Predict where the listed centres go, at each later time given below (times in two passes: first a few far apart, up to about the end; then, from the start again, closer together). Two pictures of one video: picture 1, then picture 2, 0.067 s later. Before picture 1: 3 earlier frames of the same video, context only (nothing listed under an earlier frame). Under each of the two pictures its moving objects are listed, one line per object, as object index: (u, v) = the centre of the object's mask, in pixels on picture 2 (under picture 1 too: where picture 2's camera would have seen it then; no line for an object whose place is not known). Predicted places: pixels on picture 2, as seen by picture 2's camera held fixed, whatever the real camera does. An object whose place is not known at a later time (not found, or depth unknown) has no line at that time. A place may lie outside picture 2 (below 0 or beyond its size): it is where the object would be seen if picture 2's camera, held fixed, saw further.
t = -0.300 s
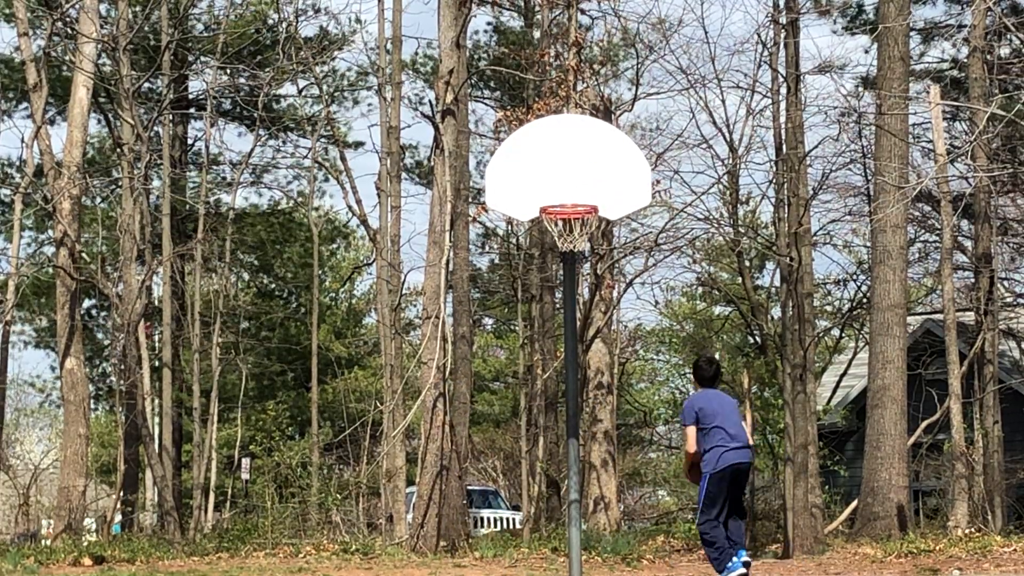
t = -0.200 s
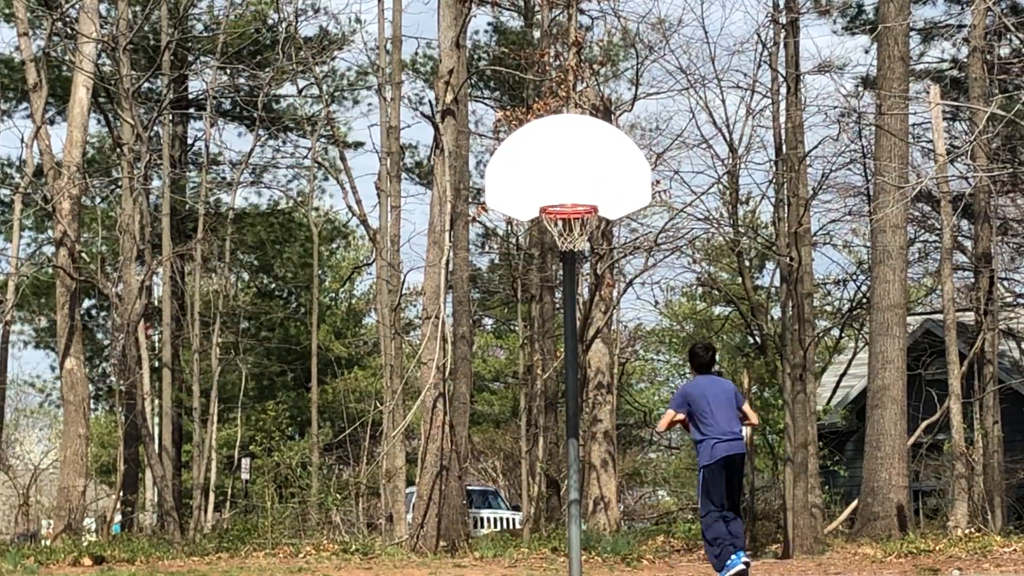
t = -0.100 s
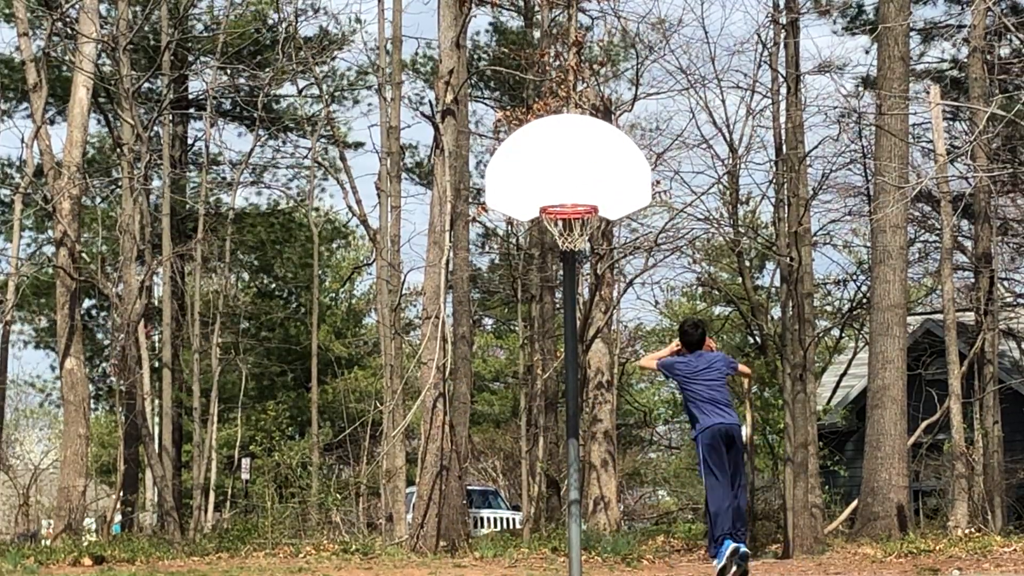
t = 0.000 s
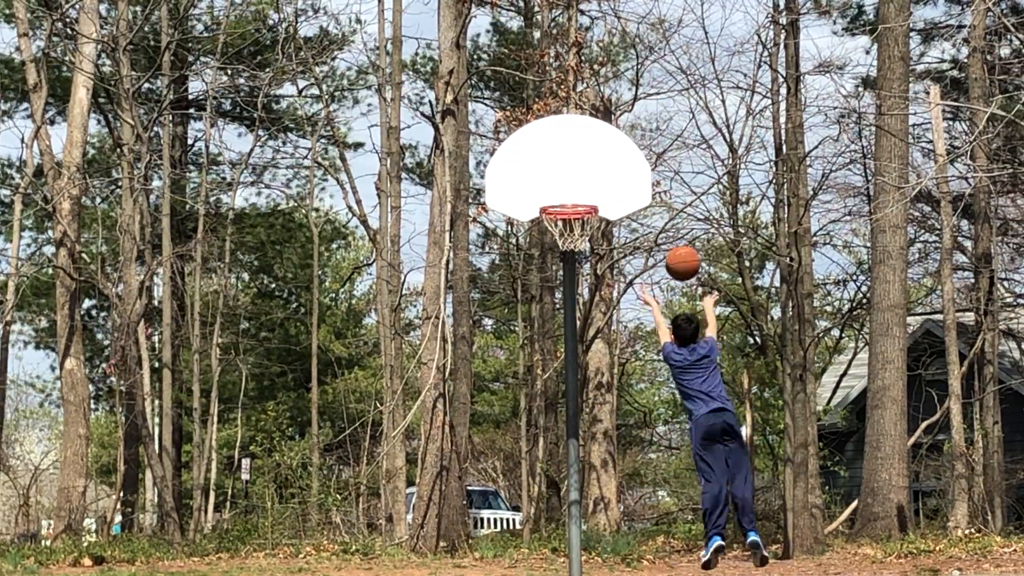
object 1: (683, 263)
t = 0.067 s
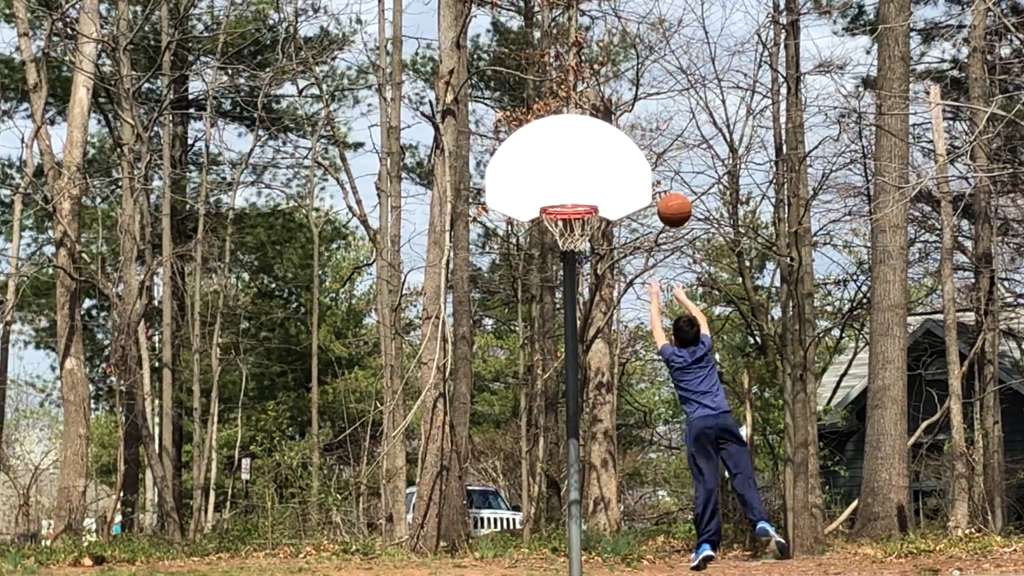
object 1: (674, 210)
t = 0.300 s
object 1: (649, 81)
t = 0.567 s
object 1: (628, 33)
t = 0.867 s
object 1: (608, 85)
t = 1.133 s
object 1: (601, 201)
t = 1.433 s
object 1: (719, 191)
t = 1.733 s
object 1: (839, 282)
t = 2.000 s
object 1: (949, 450)
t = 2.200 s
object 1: (1015, 513)
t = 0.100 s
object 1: (670, 186)
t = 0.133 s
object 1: (666, 164)
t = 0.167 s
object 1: (663, 144)
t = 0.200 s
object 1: (659, 126)
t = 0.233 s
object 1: (655, 109)
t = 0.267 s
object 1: (652, 94)
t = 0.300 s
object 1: (649, 81)
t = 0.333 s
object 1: (646, 69)
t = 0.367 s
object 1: (643, 60)
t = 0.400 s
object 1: (640, 51)
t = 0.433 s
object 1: (638, 44)
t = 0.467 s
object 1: (635, 39)
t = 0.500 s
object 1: (633, 36)
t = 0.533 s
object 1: (630, 33)
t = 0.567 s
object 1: (628, 33)
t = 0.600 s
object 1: (626, 33)
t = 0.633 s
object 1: (623, 35)
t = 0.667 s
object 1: (621, 38)
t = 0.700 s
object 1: (618, 43)
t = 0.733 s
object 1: (616, 49)
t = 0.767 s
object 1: (614, 56)
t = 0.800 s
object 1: (612, 65)
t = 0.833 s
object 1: (610, 74)
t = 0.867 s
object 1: (608, 85)
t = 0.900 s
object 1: (607, 97)
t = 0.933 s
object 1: (605, 111)
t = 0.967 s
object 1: (604, 125)
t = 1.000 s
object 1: (602, 141)
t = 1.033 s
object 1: (601, 158)
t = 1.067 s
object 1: (600, 176)
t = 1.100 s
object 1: (598, 194)
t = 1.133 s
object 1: (601, 201)
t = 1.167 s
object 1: (612, 197)
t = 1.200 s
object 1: (625, 191)
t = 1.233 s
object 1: (639, 187)
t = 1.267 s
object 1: (652, 185)
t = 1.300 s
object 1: (665, 183)
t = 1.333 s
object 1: (678, 183)
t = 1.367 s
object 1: (691, 184)
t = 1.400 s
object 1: (705, 186)
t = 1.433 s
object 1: (719, 191)
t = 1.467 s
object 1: (731, 195)
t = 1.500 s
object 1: (745, 202)
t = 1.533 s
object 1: (758, 209)
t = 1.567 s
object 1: (772, 218)
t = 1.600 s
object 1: (785, 228)
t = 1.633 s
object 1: (799, 240)
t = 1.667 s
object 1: (812, 252)
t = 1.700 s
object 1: (825, 267)
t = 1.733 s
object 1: (839, 282)
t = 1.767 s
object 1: (852, 298)
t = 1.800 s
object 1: (866, 316)
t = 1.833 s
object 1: (880, 335)
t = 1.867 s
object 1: (893, 355)
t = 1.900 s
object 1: (907, 377)
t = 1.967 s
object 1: (935, 424)
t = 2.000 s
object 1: (949, 450)
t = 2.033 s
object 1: (962, 477)
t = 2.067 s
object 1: (975, 505)
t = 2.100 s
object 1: (989, 534)
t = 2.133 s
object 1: (1001, 561)
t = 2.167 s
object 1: (1010, 537)
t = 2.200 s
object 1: (1015, 513)
